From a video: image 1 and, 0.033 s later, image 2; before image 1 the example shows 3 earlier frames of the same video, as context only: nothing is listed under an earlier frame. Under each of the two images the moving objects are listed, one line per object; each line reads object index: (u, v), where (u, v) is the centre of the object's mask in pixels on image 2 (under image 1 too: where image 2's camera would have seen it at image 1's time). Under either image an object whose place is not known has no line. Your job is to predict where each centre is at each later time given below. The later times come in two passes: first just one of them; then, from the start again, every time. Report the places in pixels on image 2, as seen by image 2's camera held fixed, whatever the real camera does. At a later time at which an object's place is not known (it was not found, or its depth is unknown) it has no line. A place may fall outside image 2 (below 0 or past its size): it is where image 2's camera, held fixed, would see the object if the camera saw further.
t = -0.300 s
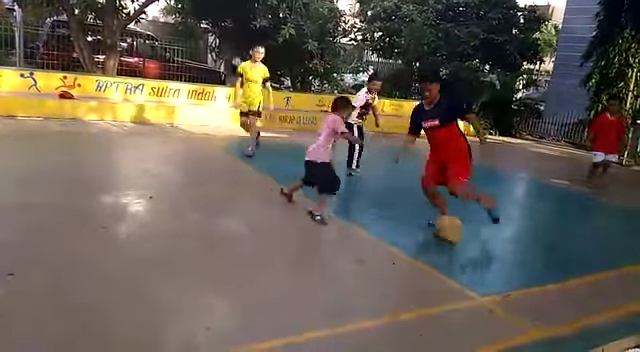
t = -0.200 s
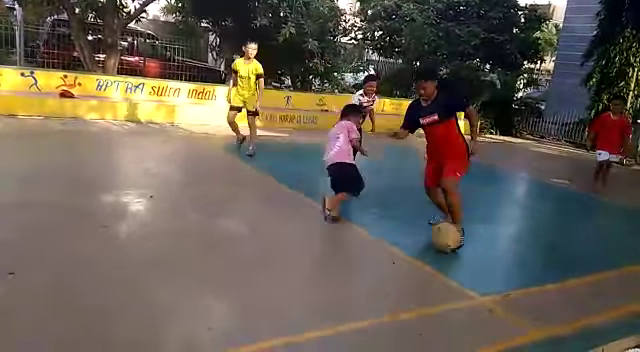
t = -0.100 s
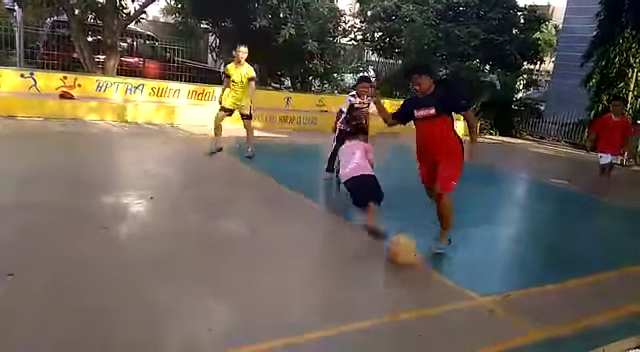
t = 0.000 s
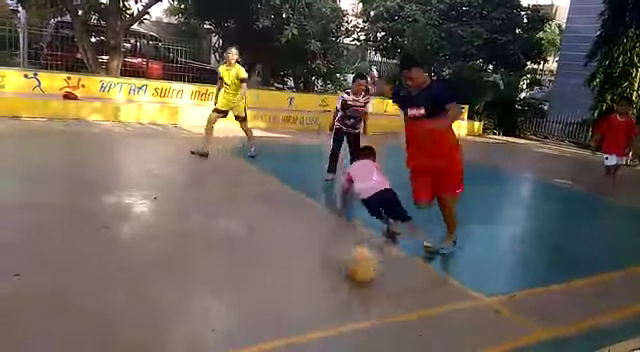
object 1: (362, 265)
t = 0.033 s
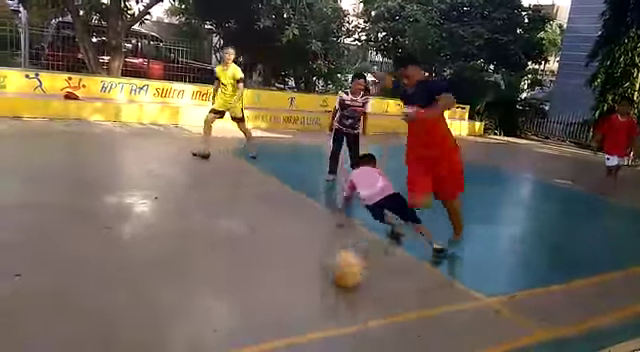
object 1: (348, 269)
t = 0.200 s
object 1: (268, 300)
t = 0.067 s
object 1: (332, 275)
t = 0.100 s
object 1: (314, 282)
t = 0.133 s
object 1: (298, 289)
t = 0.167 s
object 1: (283, 294)
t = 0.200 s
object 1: (268, 300)
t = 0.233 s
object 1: (253, 305)
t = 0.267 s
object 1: (236, 313)
